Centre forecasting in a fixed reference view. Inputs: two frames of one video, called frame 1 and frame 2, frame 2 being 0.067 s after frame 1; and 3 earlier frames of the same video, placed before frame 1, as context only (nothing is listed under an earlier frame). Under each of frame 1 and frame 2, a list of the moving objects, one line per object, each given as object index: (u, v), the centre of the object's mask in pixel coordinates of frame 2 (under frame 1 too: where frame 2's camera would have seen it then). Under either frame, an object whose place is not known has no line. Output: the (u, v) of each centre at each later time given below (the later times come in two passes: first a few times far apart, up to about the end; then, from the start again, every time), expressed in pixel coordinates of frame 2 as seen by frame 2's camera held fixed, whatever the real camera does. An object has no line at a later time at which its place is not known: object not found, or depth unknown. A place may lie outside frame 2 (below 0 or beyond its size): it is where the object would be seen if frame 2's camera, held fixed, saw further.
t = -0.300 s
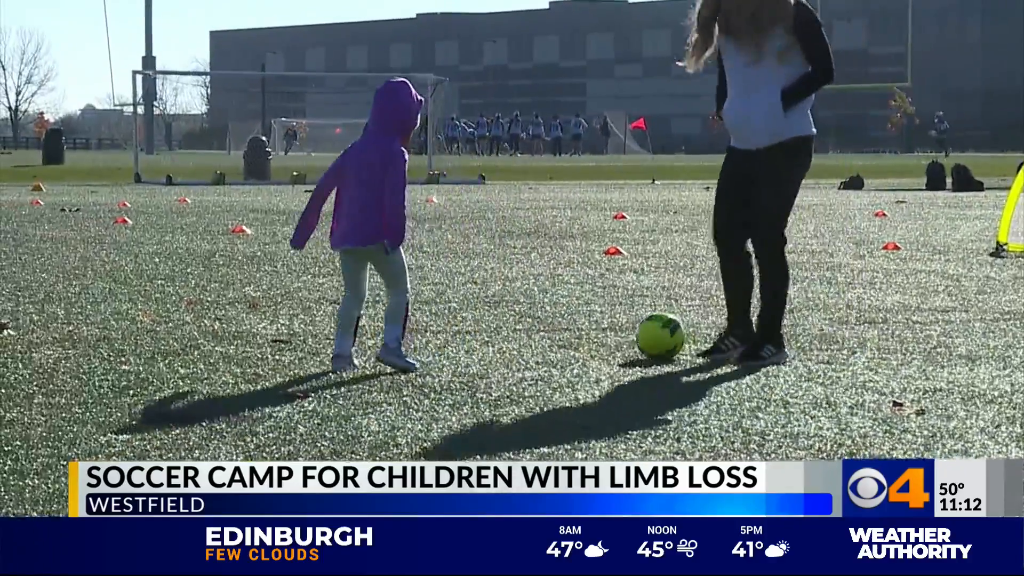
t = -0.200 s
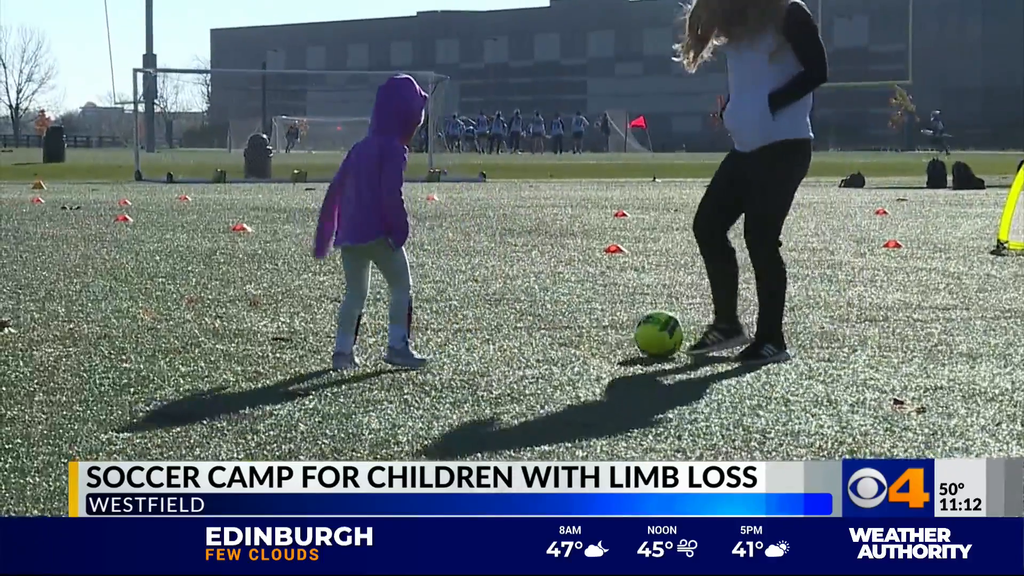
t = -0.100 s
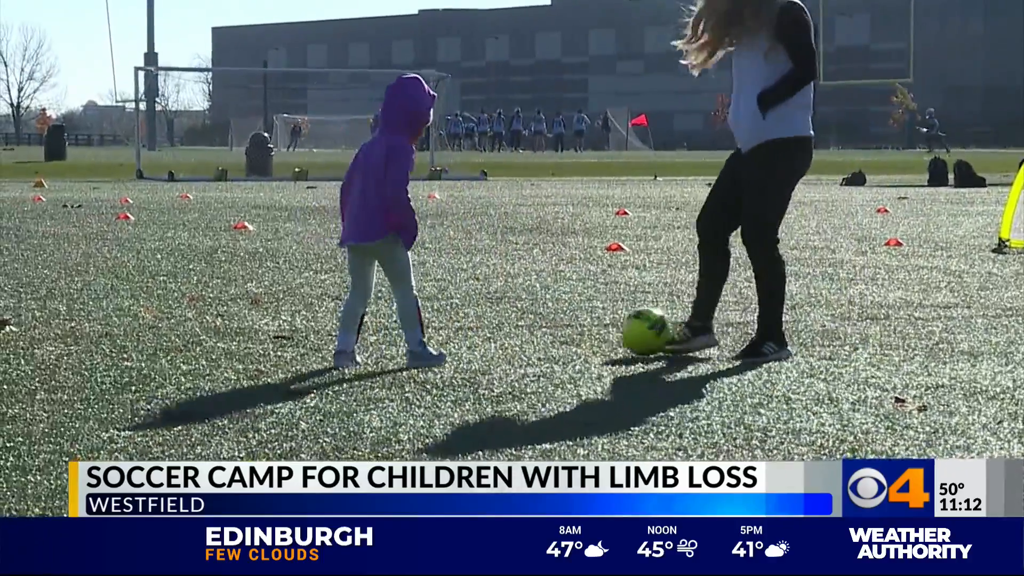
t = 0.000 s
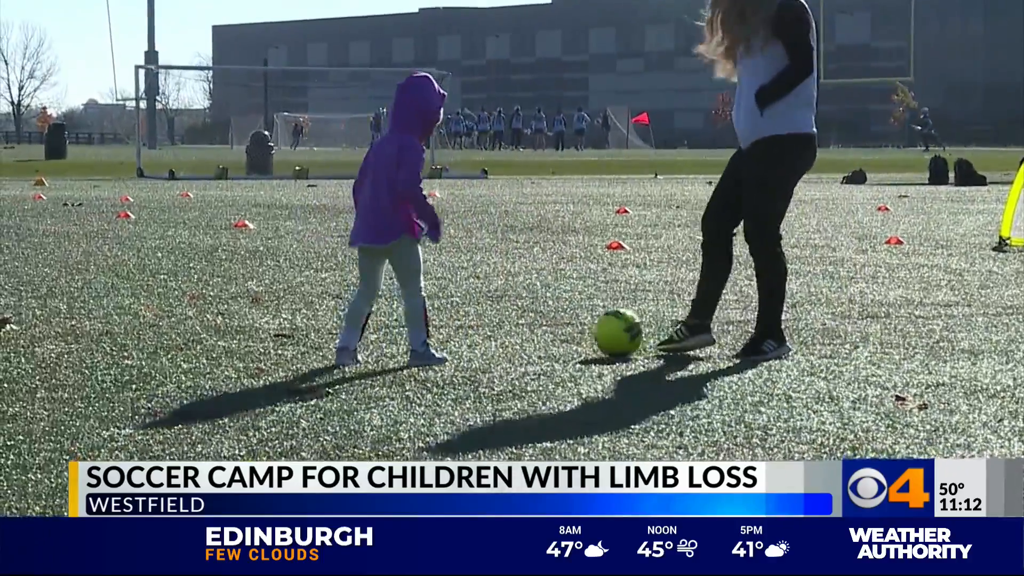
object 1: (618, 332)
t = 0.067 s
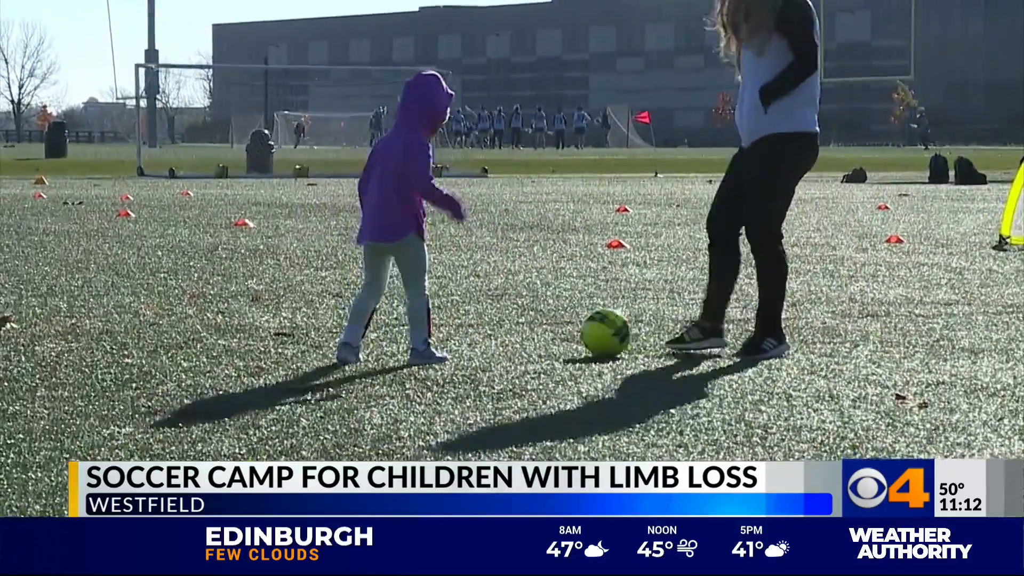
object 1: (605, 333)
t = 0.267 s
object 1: (580, 335)
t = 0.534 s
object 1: (553, 336)
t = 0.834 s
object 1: (532, 337)
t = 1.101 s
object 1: (519, 339)
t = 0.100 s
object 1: (600, 333)
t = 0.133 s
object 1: (597, 333)
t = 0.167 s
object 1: (592, 334)
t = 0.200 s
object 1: (588, 334)
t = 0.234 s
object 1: (584, 334)
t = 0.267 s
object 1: (580, 335)
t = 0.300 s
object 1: (577, 335)
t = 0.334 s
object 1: (572, 335)
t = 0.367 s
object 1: (569, 336)
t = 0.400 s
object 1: (565, 336)
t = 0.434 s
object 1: (562, 336)
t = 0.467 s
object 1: (559, 337)
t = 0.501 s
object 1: (556, 337)
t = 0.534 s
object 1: (553, 336)
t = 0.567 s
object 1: (550, 337)
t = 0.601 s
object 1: (548, 337)
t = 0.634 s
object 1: (545, 337)
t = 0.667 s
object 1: (543, 337)
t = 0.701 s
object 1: (541, 337)
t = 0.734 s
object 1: (538, 337)
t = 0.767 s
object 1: (537, 337)
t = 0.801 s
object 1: (534, 337)
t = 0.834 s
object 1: (532, 337)
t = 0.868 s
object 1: (530, 338)
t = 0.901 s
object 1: (528, 338)
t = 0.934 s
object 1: (526, 338)
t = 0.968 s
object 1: (525, 338)
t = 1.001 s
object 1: (523, 339)
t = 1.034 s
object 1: (522, 339)
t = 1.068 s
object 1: (521, 339)
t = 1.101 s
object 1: (519, 339)
